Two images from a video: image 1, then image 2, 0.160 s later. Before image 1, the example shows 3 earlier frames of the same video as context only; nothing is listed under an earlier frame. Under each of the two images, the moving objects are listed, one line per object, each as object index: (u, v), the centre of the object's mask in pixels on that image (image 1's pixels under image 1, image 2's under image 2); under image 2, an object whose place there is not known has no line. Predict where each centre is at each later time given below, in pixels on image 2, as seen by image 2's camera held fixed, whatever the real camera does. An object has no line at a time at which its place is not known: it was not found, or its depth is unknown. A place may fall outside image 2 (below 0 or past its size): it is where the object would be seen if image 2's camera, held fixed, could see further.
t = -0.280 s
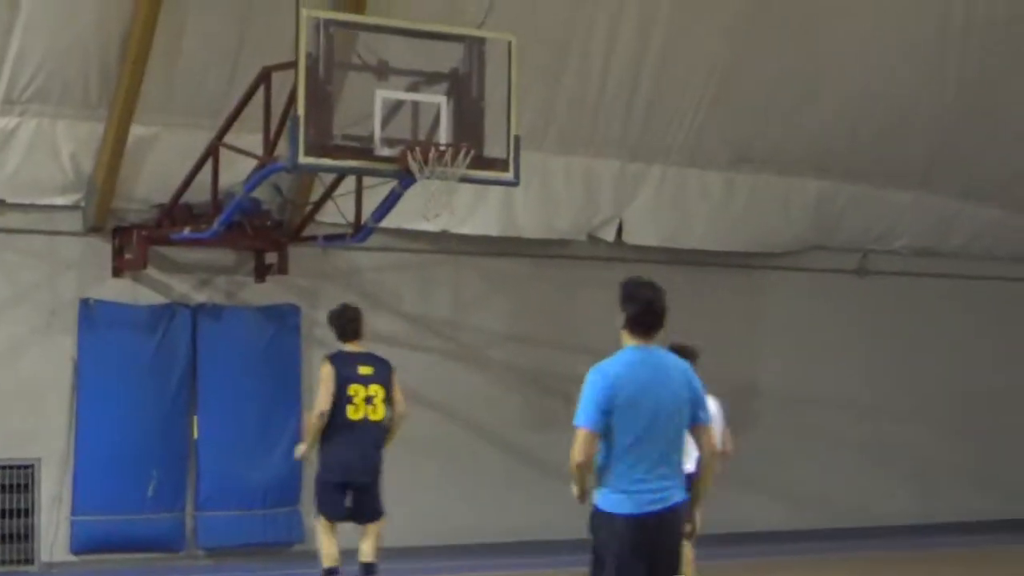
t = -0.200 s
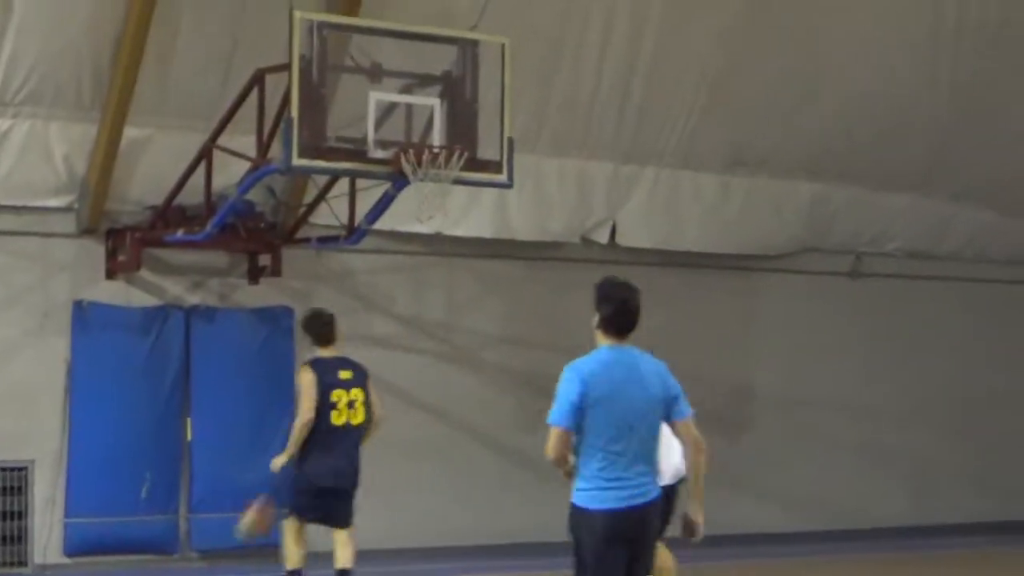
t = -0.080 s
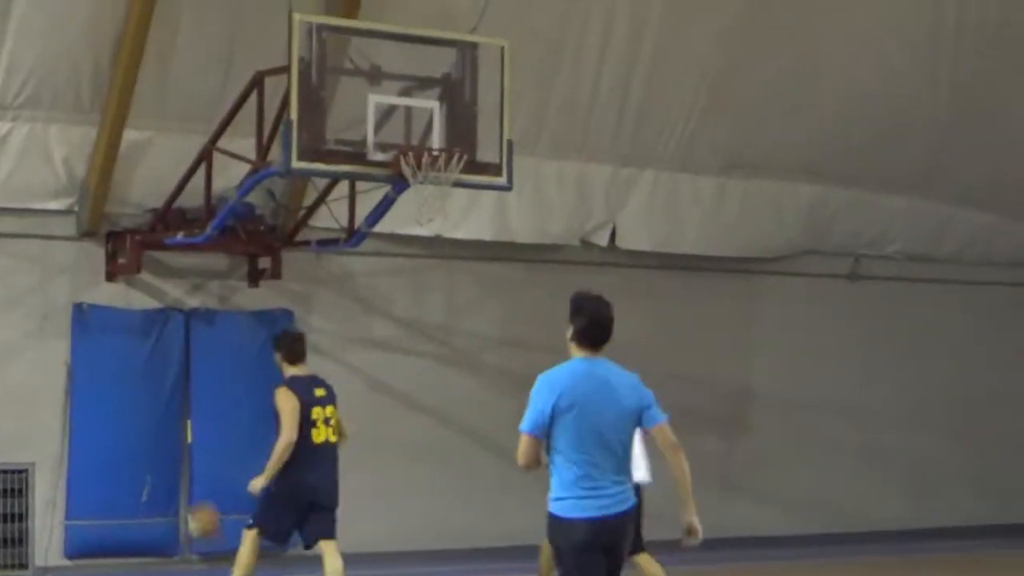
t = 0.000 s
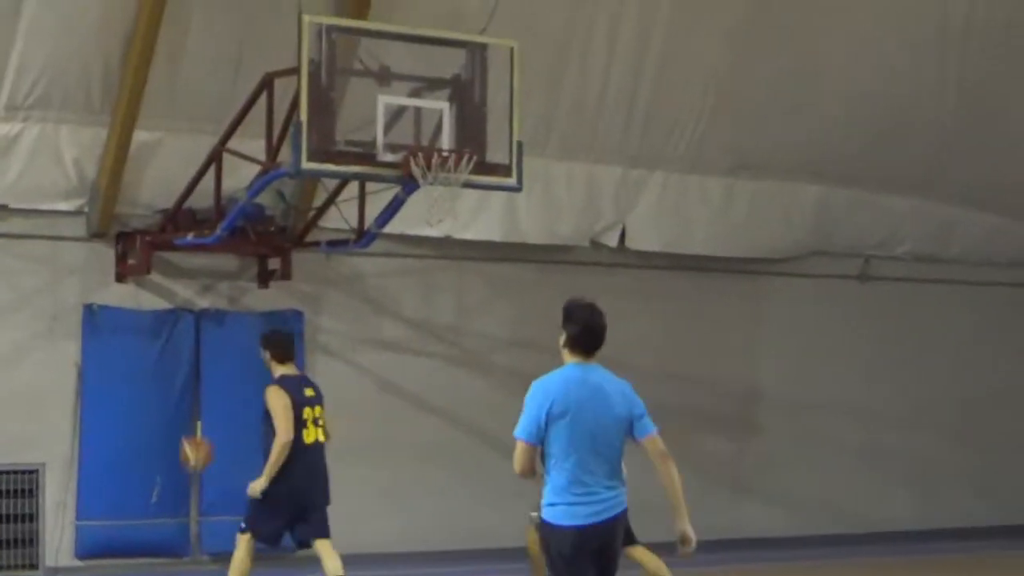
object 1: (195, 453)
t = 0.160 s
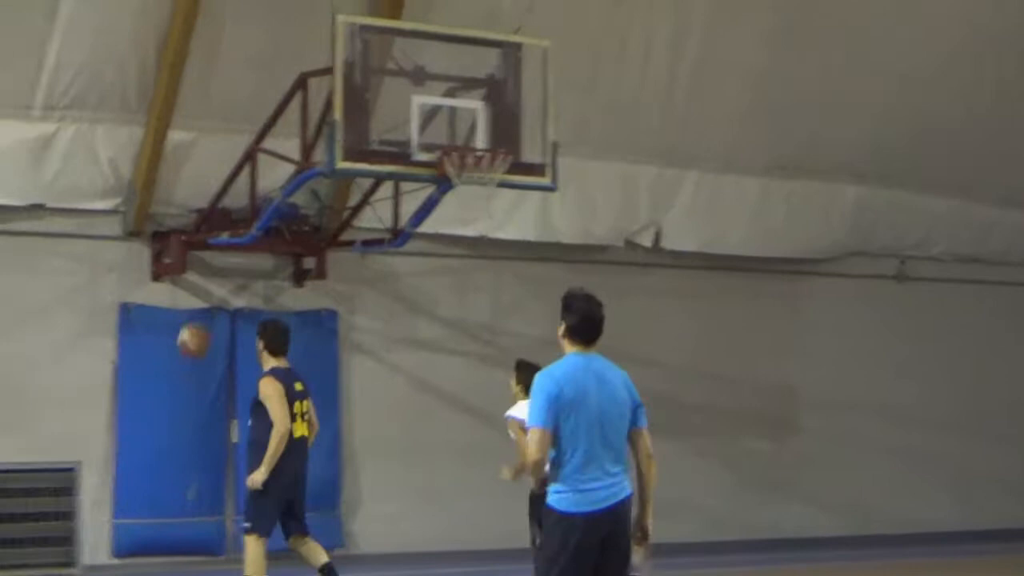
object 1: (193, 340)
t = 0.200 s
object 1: (185, 321)
